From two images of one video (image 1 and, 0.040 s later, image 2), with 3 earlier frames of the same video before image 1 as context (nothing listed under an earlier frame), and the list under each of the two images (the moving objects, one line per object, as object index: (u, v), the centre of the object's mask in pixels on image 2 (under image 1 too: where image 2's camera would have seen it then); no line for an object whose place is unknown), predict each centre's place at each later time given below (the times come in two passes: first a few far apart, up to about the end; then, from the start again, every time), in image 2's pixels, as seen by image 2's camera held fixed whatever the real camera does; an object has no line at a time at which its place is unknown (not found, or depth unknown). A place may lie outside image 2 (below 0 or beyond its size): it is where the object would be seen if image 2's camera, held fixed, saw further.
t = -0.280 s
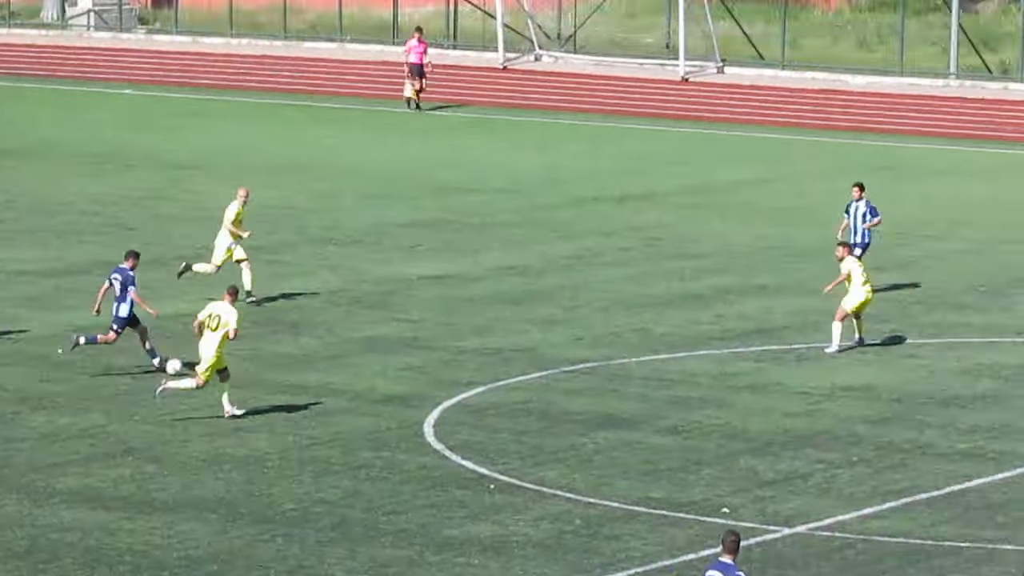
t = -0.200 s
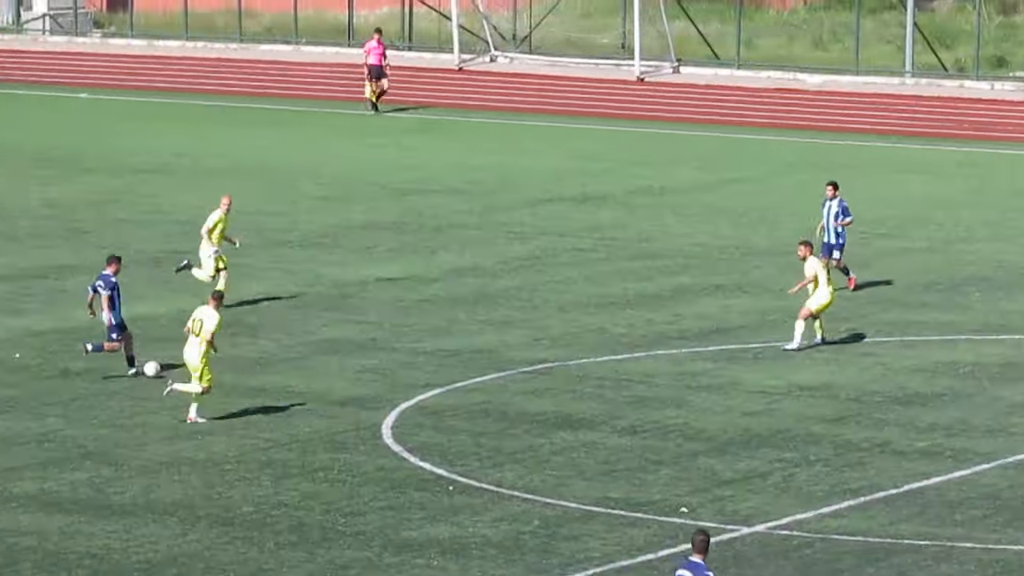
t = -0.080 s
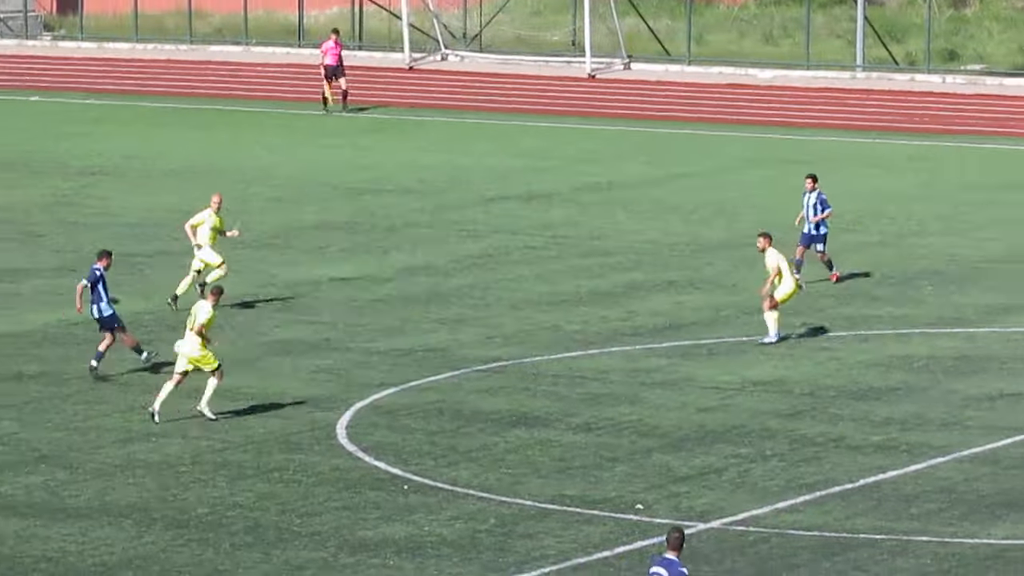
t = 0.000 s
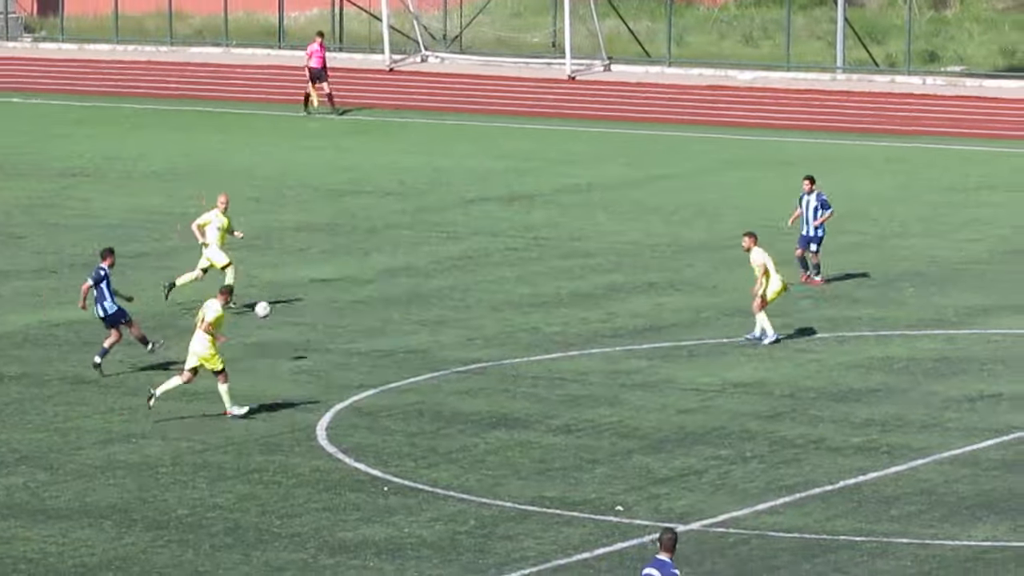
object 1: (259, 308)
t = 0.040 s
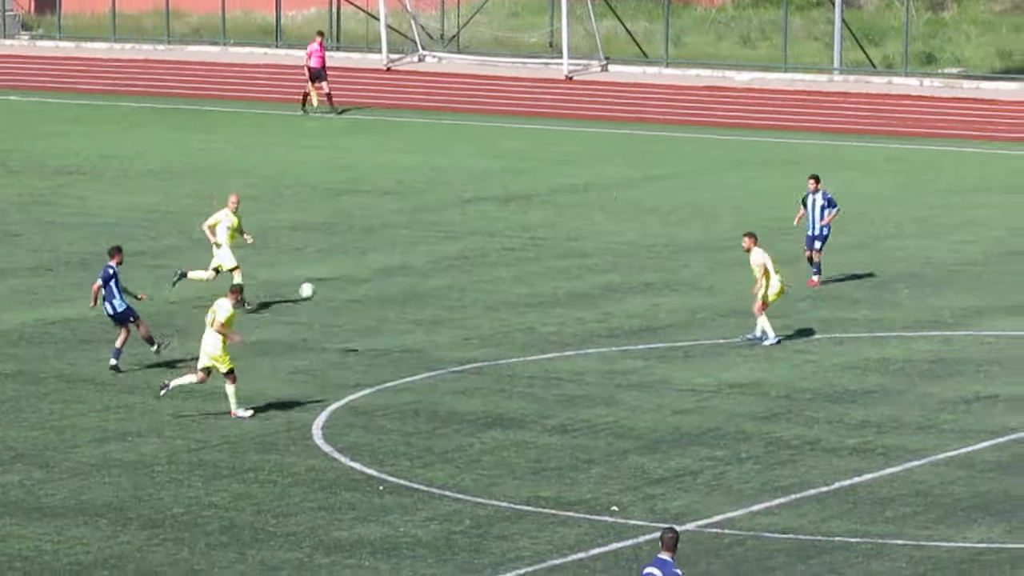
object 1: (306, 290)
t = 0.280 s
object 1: (568, 205)
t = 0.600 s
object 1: (854, 141)
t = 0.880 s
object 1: (1048, 124)
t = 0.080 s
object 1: (352, 274)
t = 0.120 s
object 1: (399, 259)
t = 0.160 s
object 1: (443, 244)
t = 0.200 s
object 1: (486, 231)
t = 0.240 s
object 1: (528, 218)
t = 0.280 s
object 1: (568, 205)
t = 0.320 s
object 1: (608, 194)
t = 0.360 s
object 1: (647, 184)
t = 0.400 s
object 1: (684, 175)
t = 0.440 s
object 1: (720, 166)
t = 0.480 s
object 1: (755, 159)
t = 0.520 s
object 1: (789, 153)
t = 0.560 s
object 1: (822, 146)
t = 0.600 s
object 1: (854, 141)
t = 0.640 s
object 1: (885, 137)
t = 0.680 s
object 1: (912, 132)
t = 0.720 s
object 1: (940, 129)
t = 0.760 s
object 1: (967, 126)
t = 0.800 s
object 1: (994, 124)
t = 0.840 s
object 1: (1022, 123)
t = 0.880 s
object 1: (1048, 124)
